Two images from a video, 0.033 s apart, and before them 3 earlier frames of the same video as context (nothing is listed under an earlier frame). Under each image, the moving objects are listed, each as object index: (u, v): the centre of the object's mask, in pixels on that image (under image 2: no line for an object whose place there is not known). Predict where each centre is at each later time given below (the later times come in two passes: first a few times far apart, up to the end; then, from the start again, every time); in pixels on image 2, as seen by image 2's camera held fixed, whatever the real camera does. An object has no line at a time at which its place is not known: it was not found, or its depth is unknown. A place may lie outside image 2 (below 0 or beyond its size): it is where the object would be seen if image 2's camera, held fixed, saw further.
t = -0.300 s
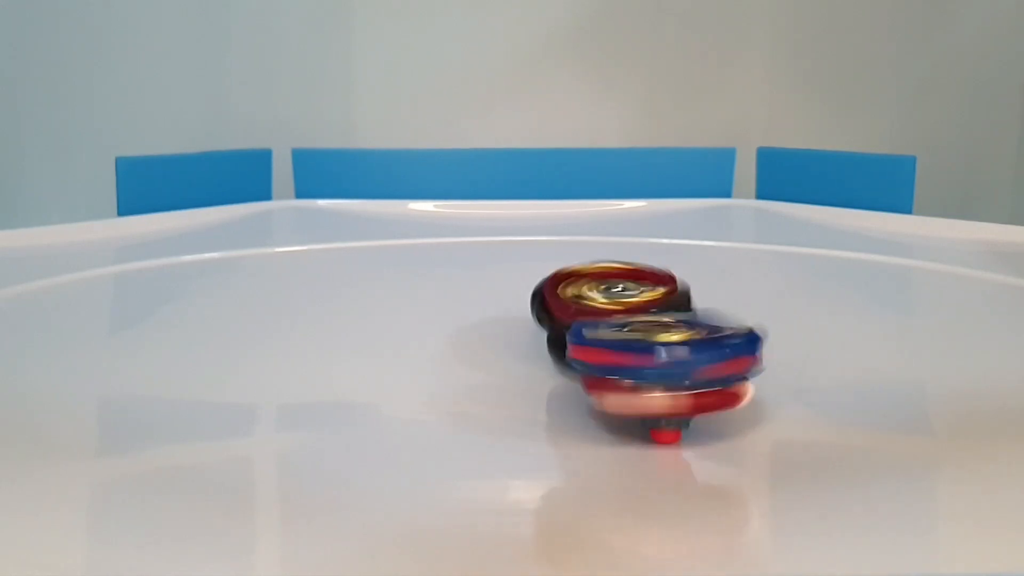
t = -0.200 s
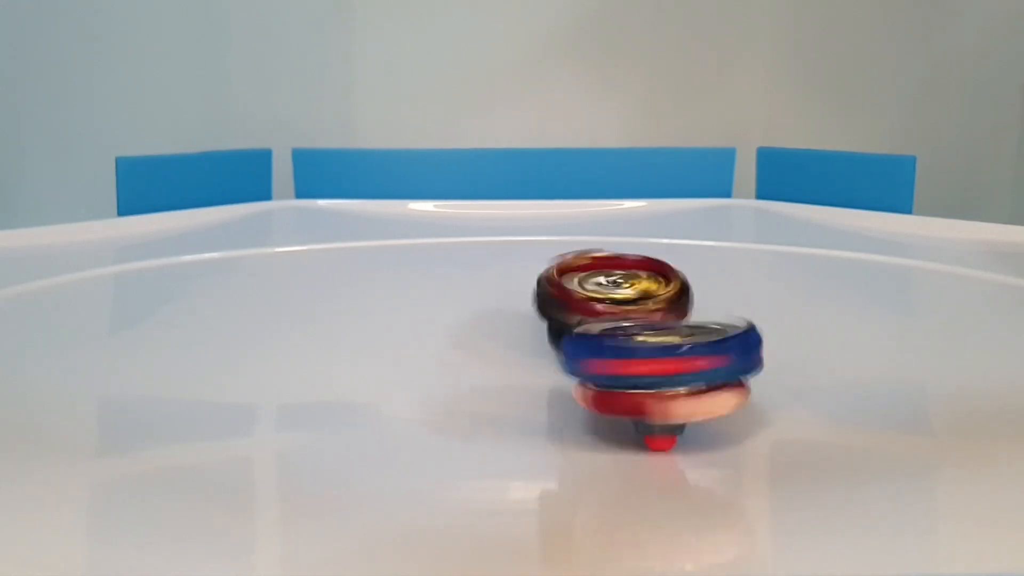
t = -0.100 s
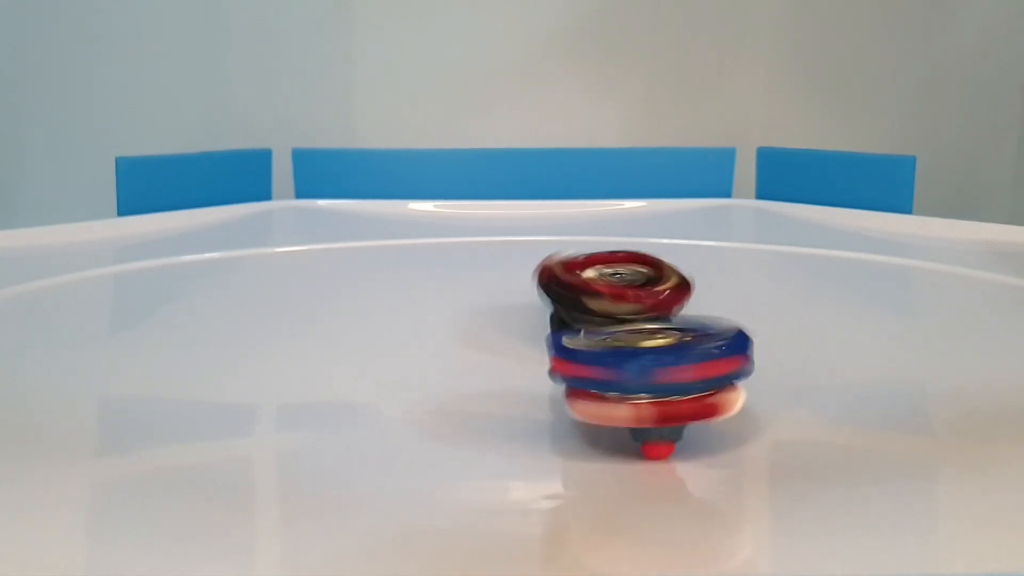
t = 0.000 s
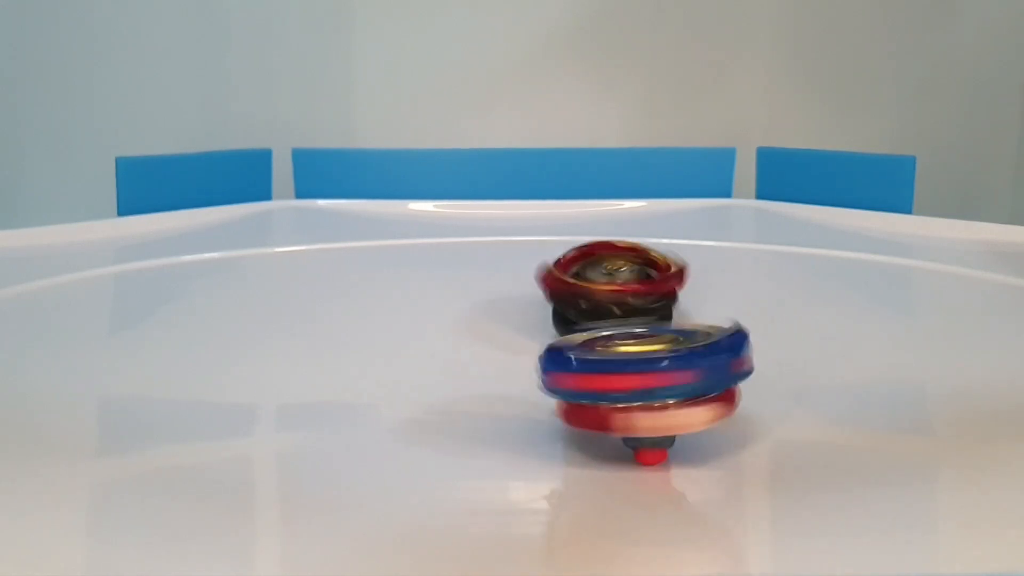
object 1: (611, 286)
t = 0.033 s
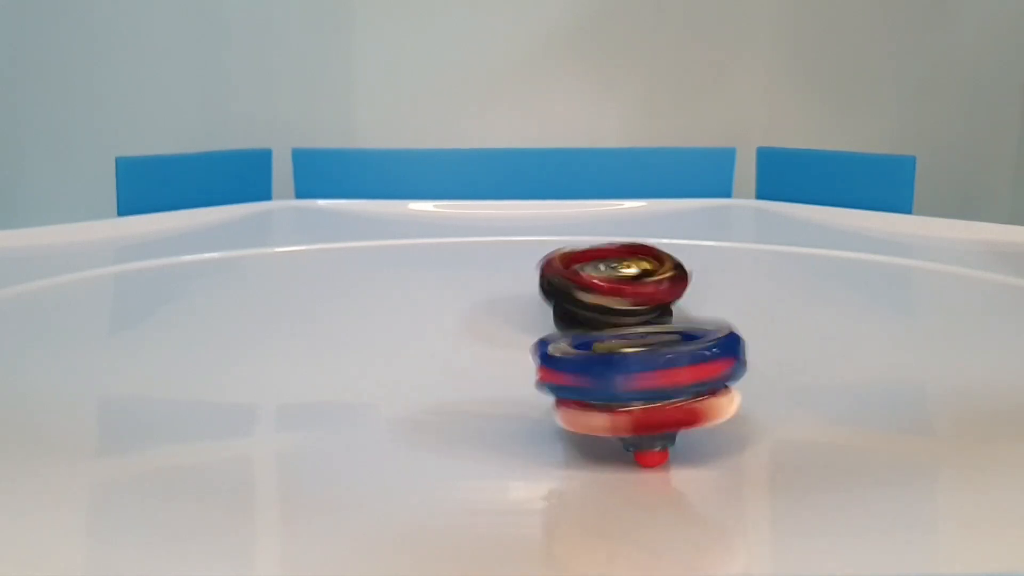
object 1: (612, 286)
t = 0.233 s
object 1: (613, 281)
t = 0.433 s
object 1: (614, 273)
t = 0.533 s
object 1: (614, 269)
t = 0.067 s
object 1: (612, 286)
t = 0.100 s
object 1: (612, 284)
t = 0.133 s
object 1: (612, 281)
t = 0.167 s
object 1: (614, 281)
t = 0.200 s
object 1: (613, 281)
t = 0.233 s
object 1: (613, 281)
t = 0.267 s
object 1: (614, 277)
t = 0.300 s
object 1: (613, 277)
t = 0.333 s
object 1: (613, 275)
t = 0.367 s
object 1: (613, 275)
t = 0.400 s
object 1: (613, 273)
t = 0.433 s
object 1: (614, 273)
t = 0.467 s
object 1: (613, 272)
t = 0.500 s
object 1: (613, 271)
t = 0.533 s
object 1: (614, 269)
